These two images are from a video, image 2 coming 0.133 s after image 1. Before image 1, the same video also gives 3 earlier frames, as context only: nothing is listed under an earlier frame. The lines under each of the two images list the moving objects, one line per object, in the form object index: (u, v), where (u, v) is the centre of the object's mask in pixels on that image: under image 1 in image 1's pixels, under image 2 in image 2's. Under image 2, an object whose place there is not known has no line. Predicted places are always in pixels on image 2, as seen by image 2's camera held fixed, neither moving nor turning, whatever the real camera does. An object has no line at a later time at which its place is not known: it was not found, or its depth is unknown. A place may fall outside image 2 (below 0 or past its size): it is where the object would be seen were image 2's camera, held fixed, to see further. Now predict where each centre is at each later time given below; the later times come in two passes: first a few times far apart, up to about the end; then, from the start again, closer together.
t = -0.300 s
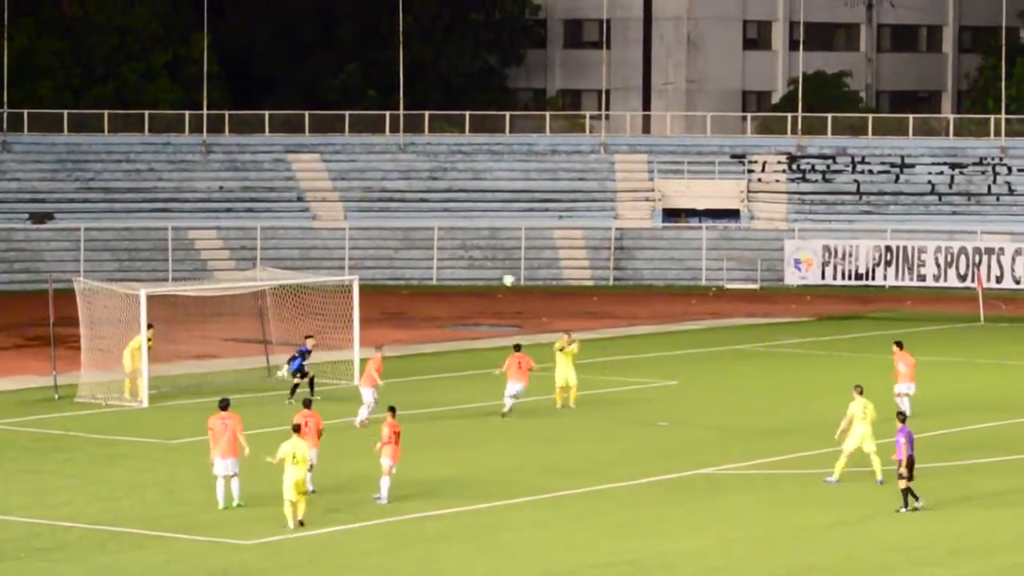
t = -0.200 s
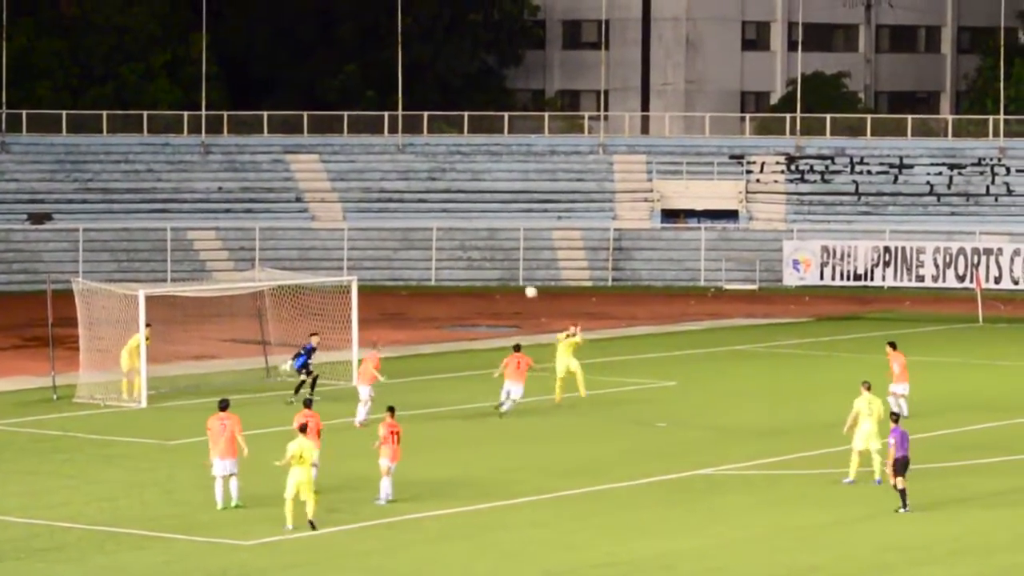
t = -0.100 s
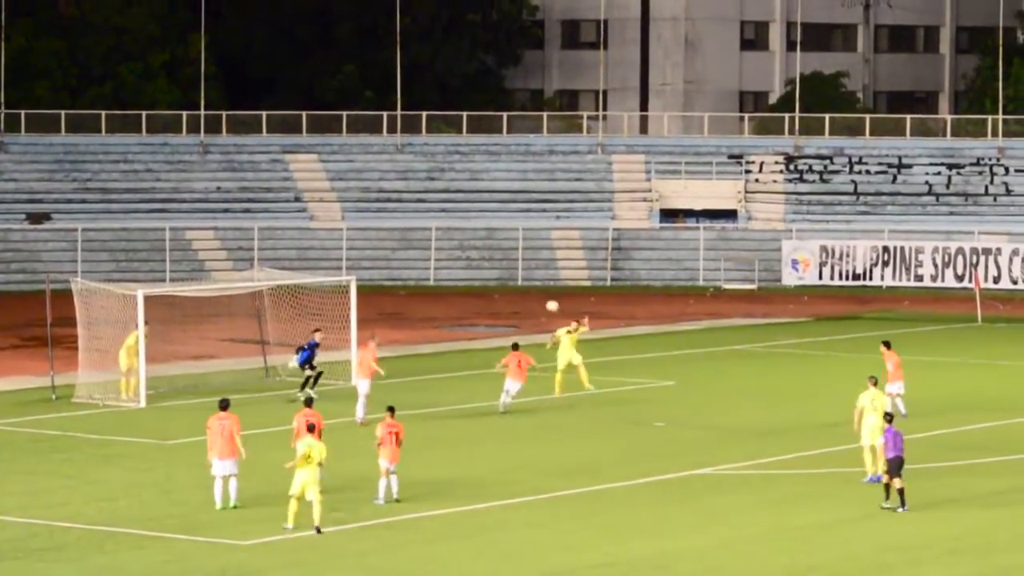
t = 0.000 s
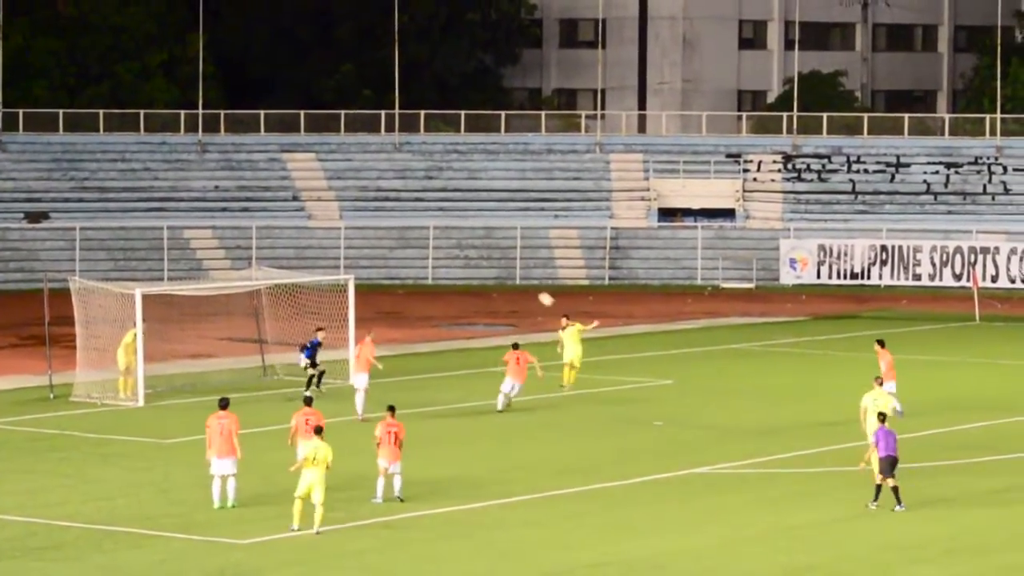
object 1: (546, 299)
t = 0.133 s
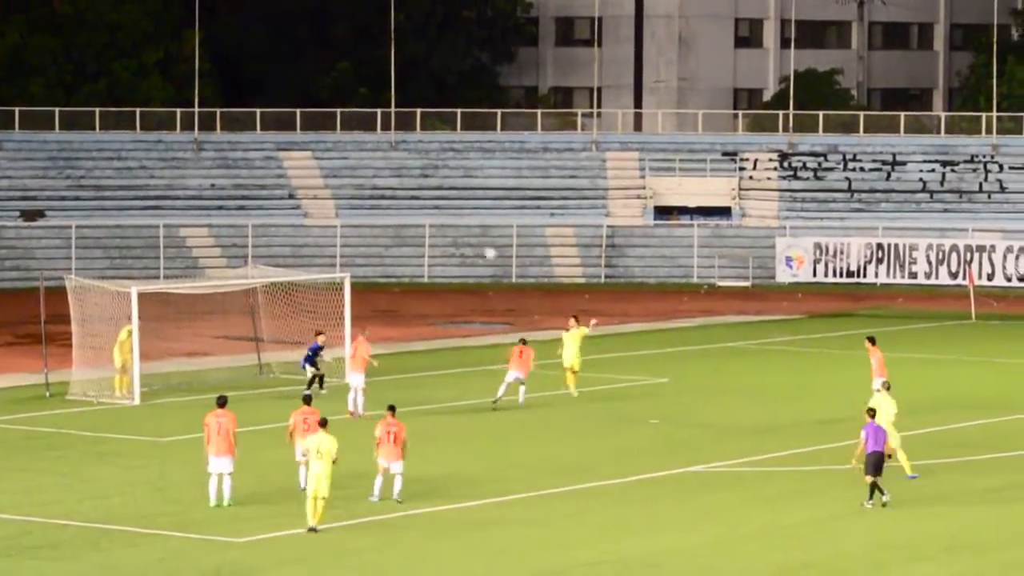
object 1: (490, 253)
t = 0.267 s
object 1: (439, 217)
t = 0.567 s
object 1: (335, 168)
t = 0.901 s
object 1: (232, 159)
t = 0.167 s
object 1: (477, 244)
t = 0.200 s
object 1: (465, 234)
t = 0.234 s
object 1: (452, 225)
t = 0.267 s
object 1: (439, 217)
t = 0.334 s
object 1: (415, 203)
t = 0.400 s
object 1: (391, 191)
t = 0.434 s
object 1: (380, 185)
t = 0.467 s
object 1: (369, 180)
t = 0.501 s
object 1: (357, 176)
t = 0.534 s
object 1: (347, 172)
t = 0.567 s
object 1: (335, 168)
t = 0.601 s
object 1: (325, 166)
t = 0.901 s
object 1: (232, 159)
